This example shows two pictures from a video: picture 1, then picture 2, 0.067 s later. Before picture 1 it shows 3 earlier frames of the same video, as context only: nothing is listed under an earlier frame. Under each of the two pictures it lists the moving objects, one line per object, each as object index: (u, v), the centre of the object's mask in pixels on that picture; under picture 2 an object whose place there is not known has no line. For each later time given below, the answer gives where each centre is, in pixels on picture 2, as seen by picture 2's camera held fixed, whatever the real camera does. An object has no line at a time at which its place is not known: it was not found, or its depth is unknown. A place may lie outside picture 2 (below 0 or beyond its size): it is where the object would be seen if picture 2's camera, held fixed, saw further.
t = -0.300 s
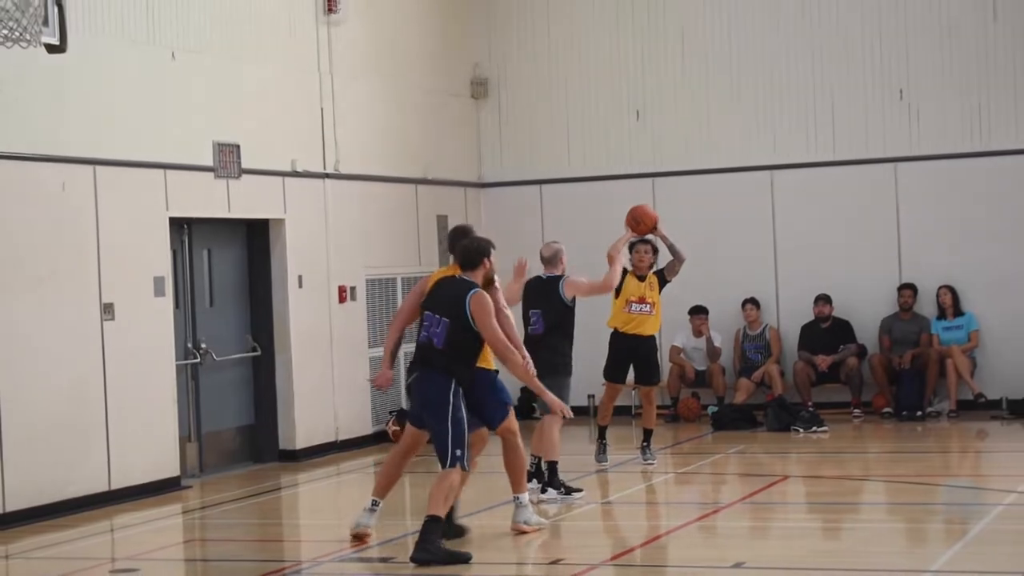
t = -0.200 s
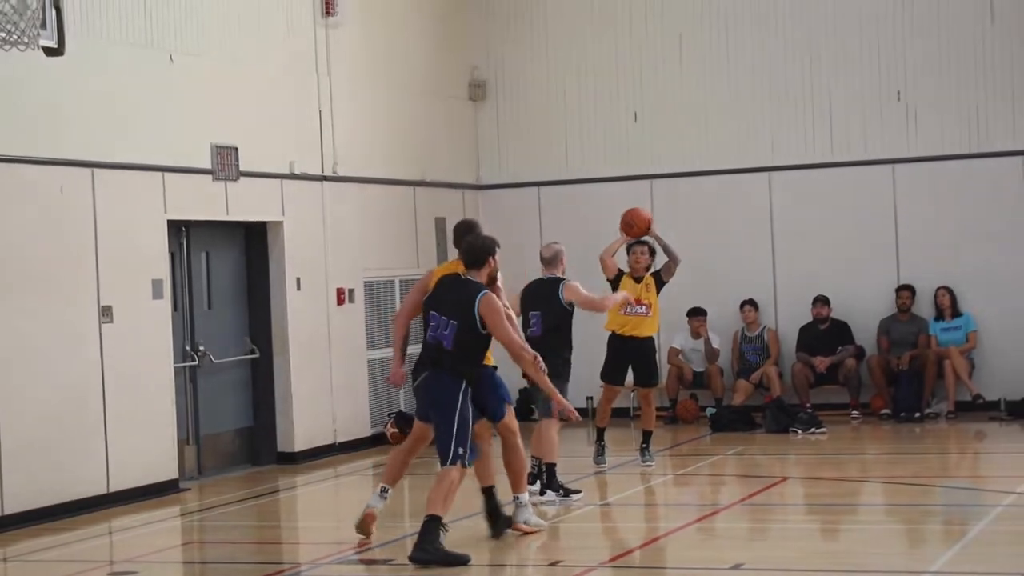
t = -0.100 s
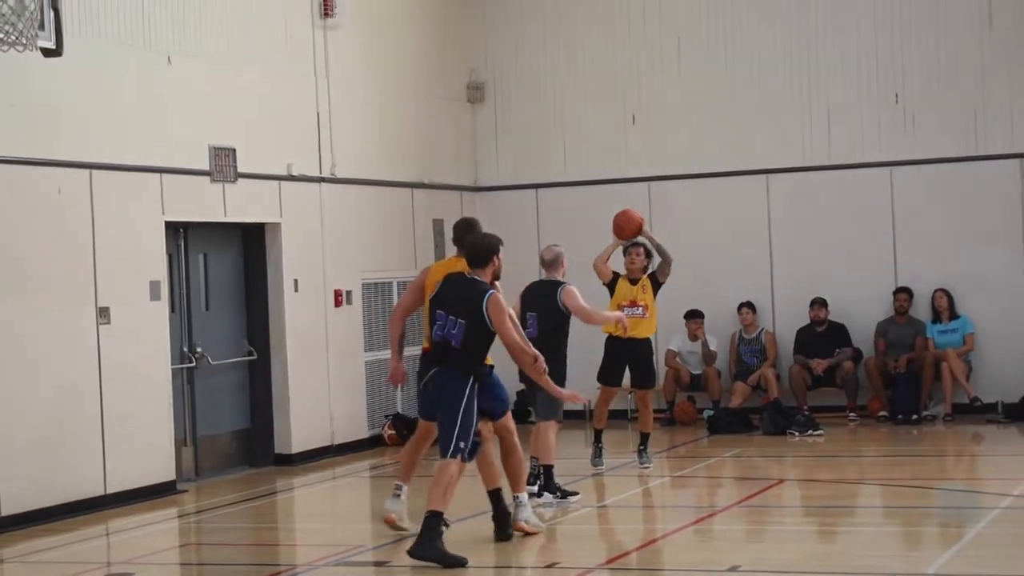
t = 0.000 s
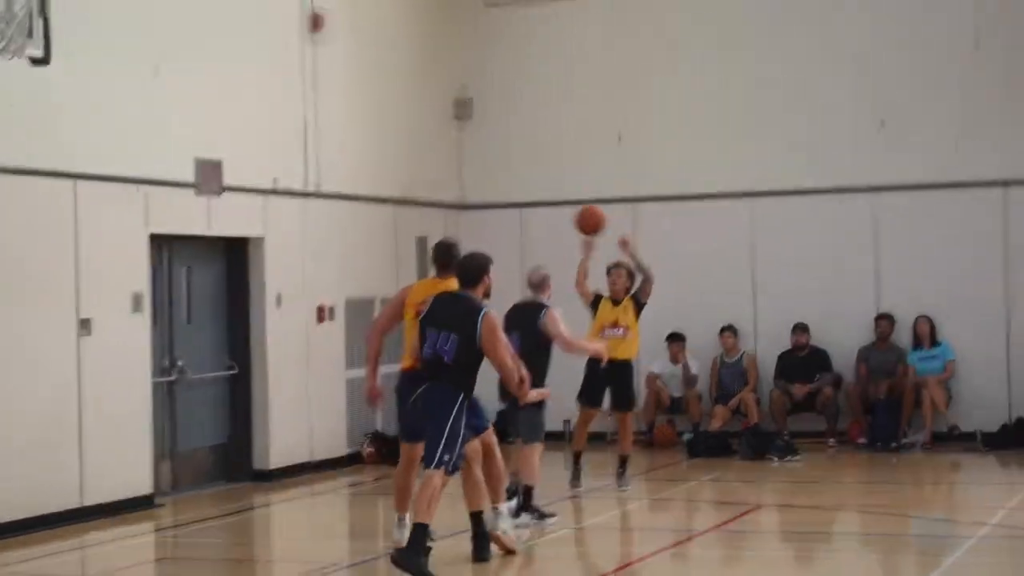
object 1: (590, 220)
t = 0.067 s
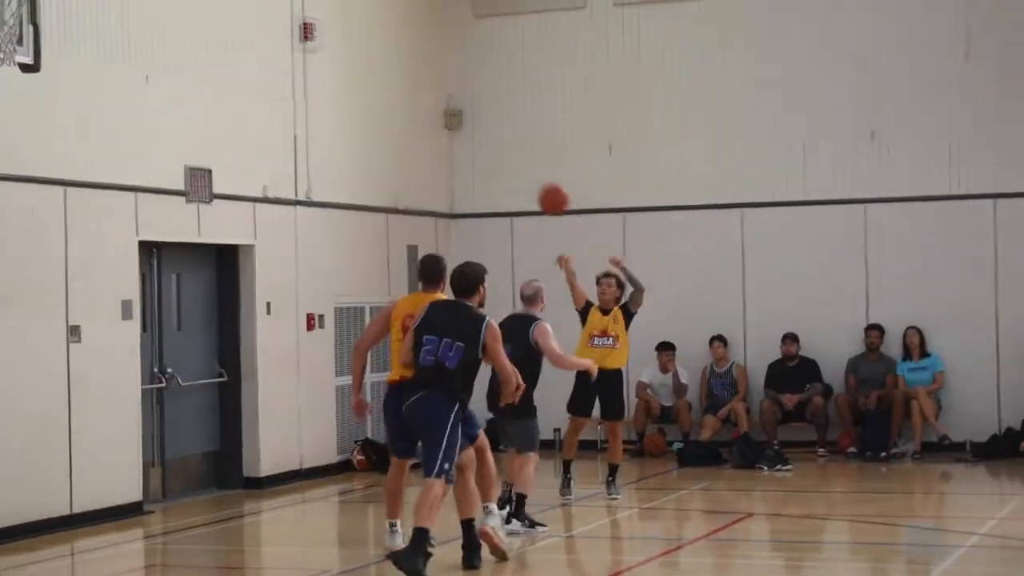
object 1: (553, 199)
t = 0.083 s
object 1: (546, 192)
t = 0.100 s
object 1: (539, 186)
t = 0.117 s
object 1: (532, 180)
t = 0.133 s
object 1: (525, 174)
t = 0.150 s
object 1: (518, 168)
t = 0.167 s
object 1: (511, 162)
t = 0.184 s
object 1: (505, 157)
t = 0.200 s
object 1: (498, 152)
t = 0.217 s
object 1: (491, 148)
